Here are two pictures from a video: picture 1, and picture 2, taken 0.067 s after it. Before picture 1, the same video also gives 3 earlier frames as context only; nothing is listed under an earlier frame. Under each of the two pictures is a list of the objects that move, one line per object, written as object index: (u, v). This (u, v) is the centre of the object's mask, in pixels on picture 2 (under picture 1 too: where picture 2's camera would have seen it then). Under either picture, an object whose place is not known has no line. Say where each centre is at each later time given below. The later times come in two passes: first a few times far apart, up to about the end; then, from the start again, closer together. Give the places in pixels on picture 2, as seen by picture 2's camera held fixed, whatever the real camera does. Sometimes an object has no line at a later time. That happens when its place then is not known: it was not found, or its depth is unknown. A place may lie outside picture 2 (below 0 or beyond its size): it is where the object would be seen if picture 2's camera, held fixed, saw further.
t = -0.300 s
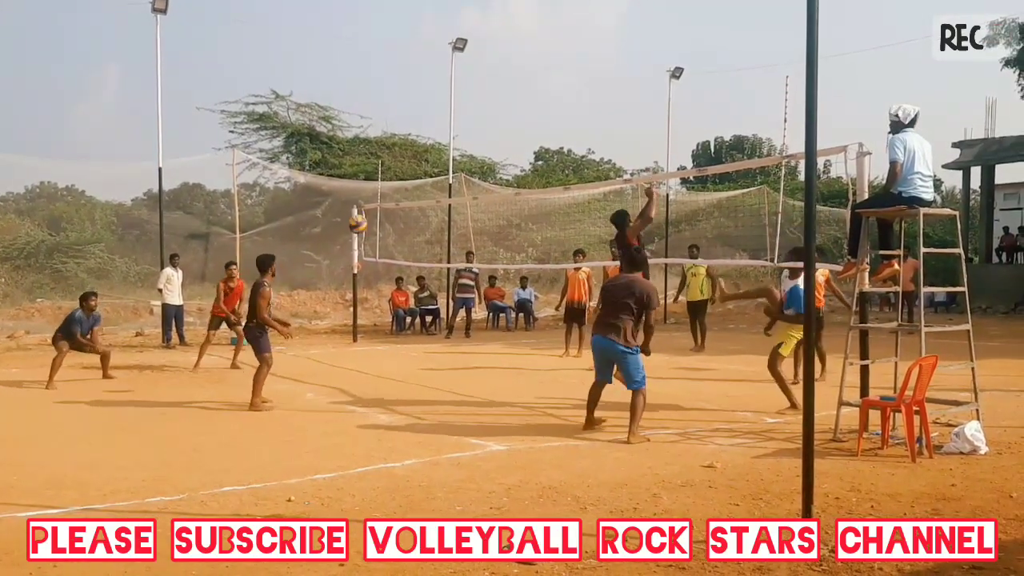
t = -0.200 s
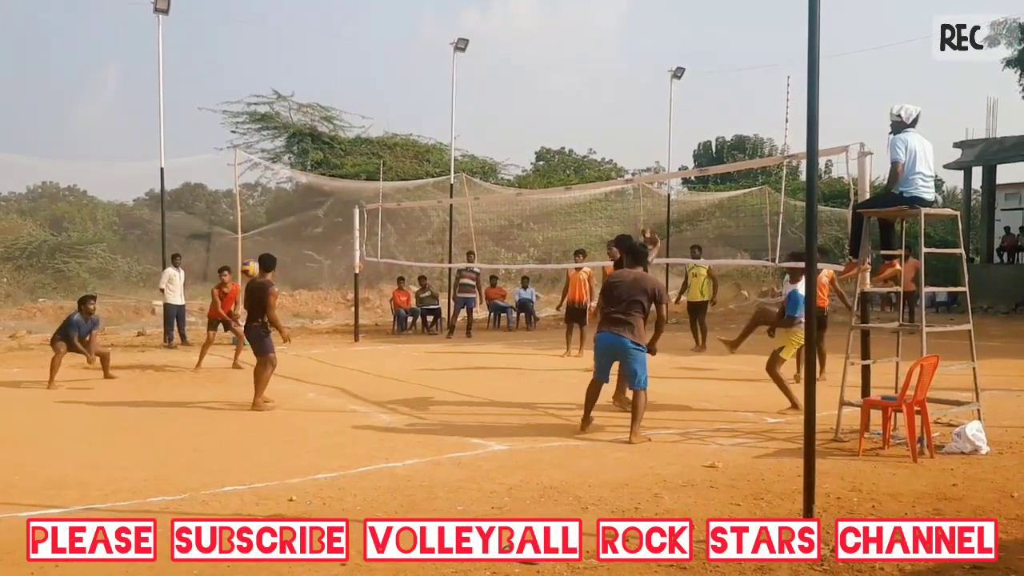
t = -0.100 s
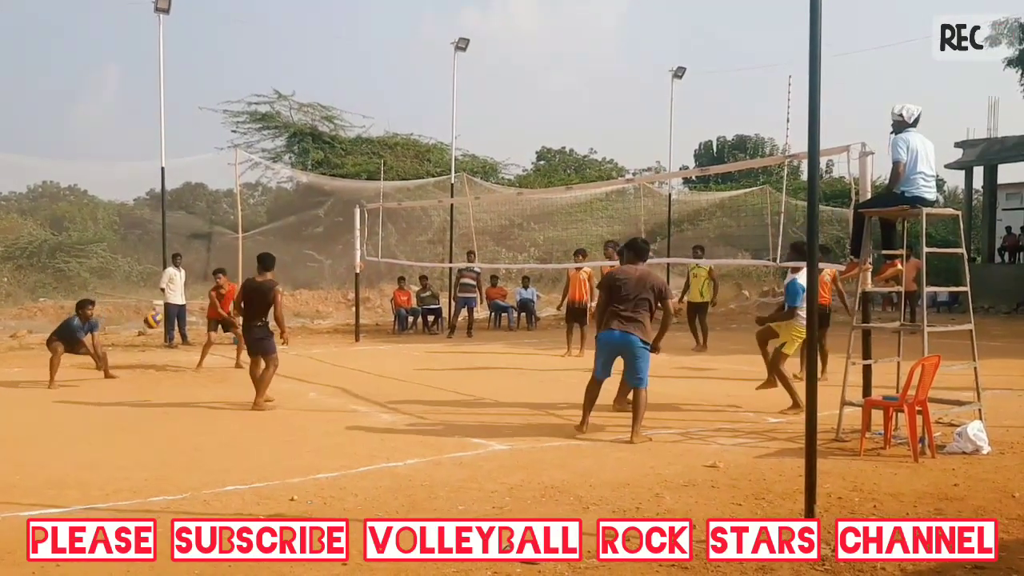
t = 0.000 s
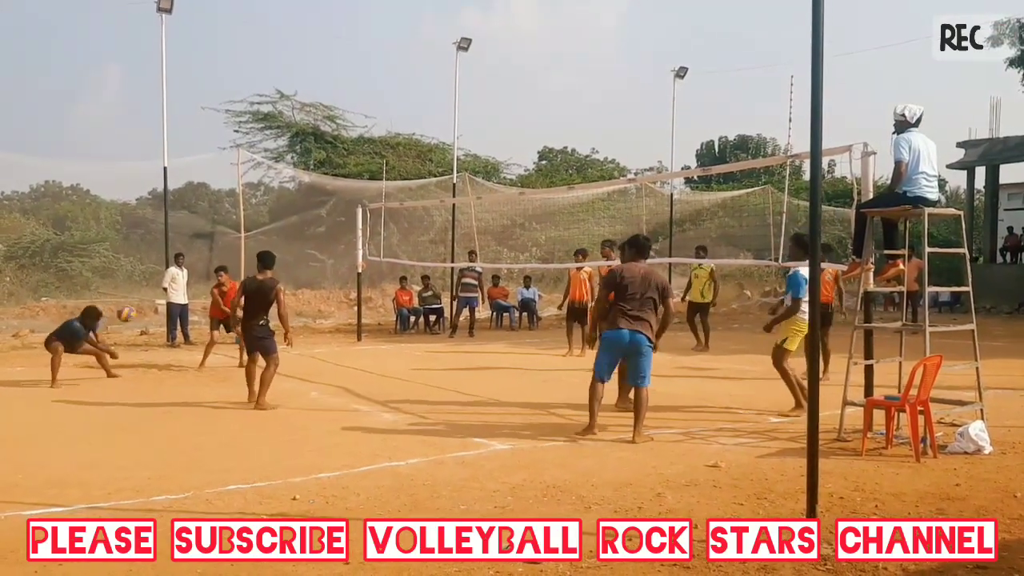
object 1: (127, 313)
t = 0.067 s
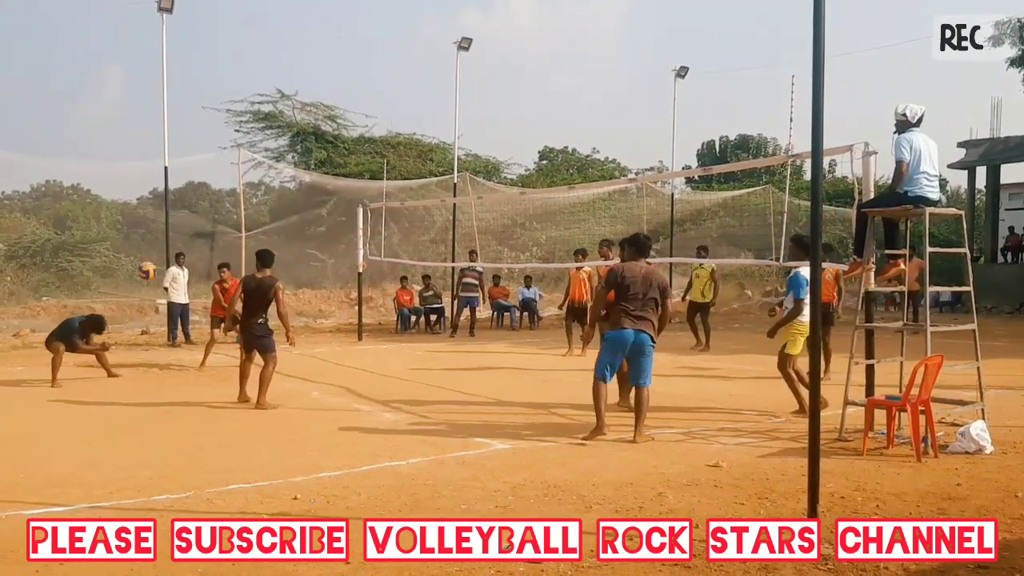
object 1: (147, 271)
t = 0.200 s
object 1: (187, 193)
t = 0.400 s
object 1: (248, 99)
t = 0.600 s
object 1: (313, 32)
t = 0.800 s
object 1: (383, 5)
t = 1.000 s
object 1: (457, 7)
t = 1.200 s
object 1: (536, 49)
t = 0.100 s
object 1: (158, 250)
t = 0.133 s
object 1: (167, 230)
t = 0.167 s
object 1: (177, 211)
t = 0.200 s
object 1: (187, 193)
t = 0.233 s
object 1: (197, 176)
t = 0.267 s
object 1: (207, 159)
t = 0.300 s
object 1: (218, 144)
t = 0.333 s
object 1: (228, 128)
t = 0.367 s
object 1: (238, 113)
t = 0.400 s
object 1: (248, 99)
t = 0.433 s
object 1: (259, 86)
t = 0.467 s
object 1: (270, 74)
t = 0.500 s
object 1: (281, 62)
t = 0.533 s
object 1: (291, 51)
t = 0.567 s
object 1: (302, 41)
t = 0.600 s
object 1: (313, 32)
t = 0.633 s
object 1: (324, 24)
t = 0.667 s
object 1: (336, 17)
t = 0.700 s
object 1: (347, 11)
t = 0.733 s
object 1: (359, 8)
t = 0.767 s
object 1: (371, 6)
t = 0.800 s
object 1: (383, 5)
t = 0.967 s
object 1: (443, 5)
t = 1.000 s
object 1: (457, 7)
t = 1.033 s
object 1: (470, 9)
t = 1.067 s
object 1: (483, 12)
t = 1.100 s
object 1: (496, 18)
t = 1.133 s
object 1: (509, 27)
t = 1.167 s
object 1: (523, 37)
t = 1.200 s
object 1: (536, 49)
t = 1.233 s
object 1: (551, 61)
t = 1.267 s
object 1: (566, 75)
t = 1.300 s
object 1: (580, 90)
